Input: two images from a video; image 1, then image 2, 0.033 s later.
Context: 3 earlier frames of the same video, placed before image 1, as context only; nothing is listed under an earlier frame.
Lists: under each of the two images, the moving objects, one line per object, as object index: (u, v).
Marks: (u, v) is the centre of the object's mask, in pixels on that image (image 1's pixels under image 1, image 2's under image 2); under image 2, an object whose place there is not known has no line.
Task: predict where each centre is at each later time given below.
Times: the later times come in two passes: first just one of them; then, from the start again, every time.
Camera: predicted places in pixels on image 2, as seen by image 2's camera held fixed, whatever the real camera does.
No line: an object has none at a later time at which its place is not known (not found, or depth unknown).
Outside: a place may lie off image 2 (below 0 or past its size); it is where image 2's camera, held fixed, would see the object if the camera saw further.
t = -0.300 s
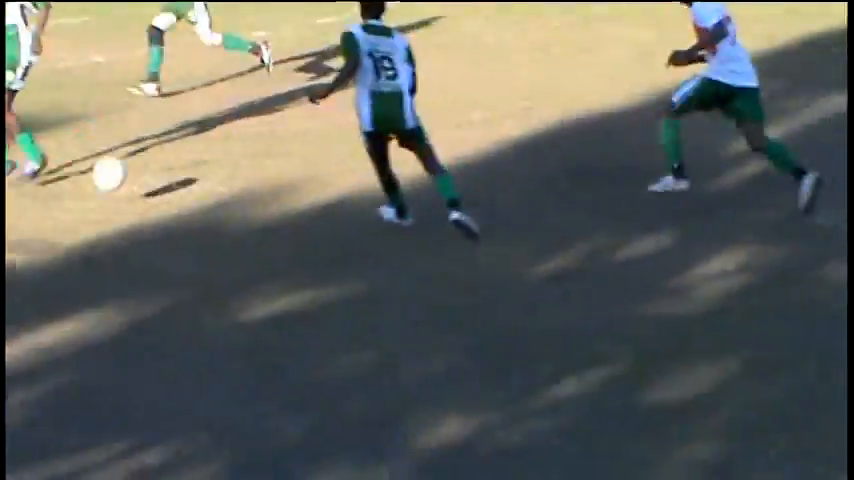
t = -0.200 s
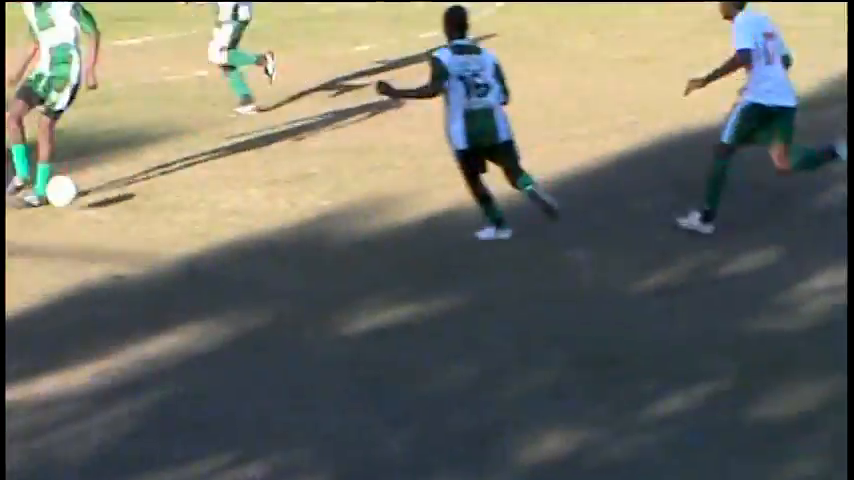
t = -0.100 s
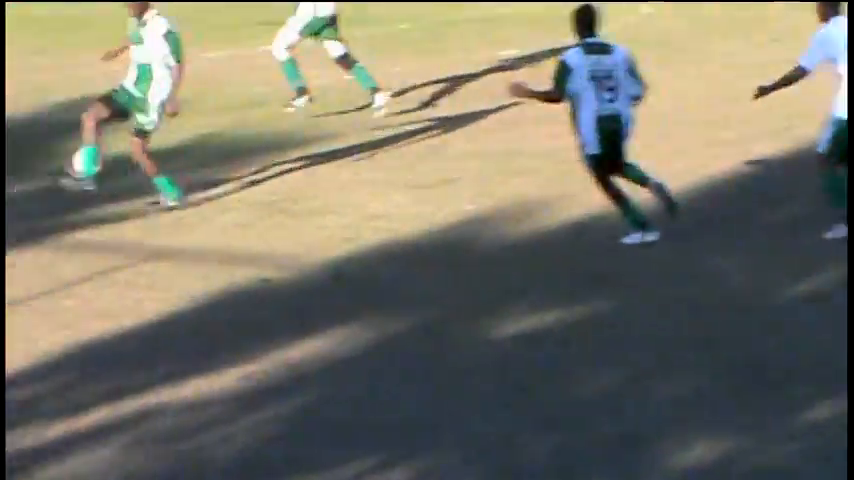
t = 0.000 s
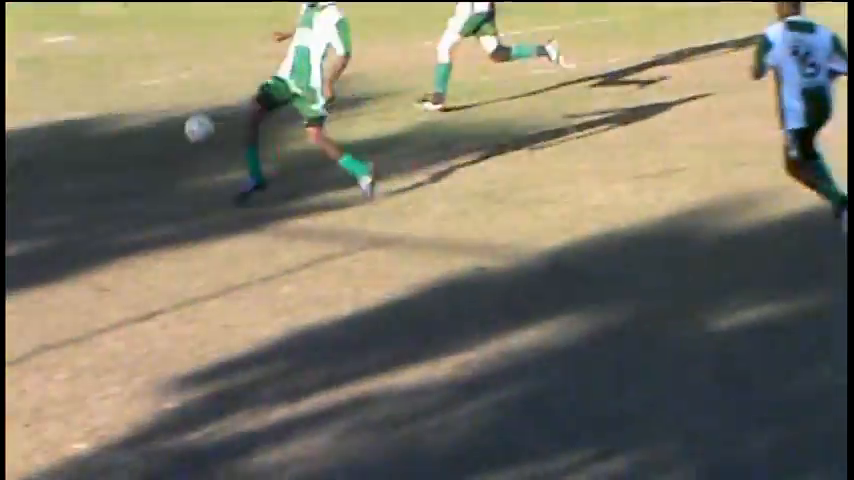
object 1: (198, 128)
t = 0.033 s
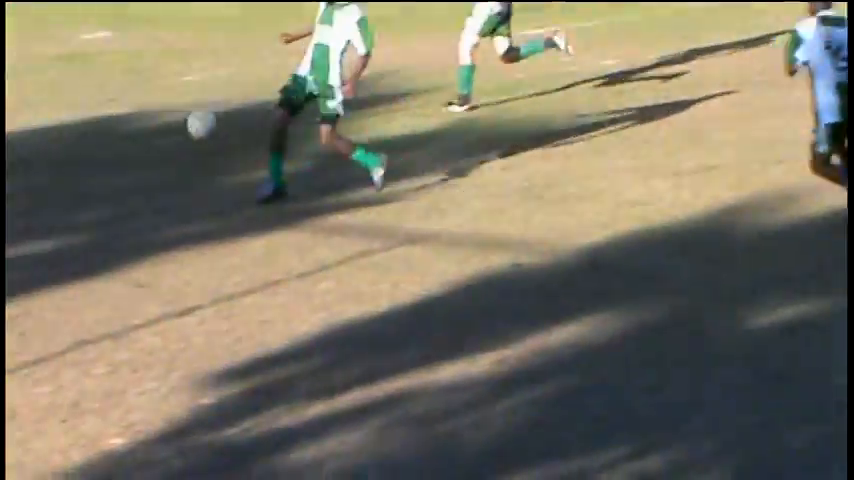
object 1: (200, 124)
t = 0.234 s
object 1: (13, 131)
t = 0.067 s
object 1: (168, 120)
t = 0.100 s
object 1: (135, 118)
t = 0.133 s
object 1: (105, 119)
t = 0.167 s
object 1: (75, 120)
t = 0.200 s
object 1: (43, 126)
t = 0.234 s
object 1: (13, 131)
